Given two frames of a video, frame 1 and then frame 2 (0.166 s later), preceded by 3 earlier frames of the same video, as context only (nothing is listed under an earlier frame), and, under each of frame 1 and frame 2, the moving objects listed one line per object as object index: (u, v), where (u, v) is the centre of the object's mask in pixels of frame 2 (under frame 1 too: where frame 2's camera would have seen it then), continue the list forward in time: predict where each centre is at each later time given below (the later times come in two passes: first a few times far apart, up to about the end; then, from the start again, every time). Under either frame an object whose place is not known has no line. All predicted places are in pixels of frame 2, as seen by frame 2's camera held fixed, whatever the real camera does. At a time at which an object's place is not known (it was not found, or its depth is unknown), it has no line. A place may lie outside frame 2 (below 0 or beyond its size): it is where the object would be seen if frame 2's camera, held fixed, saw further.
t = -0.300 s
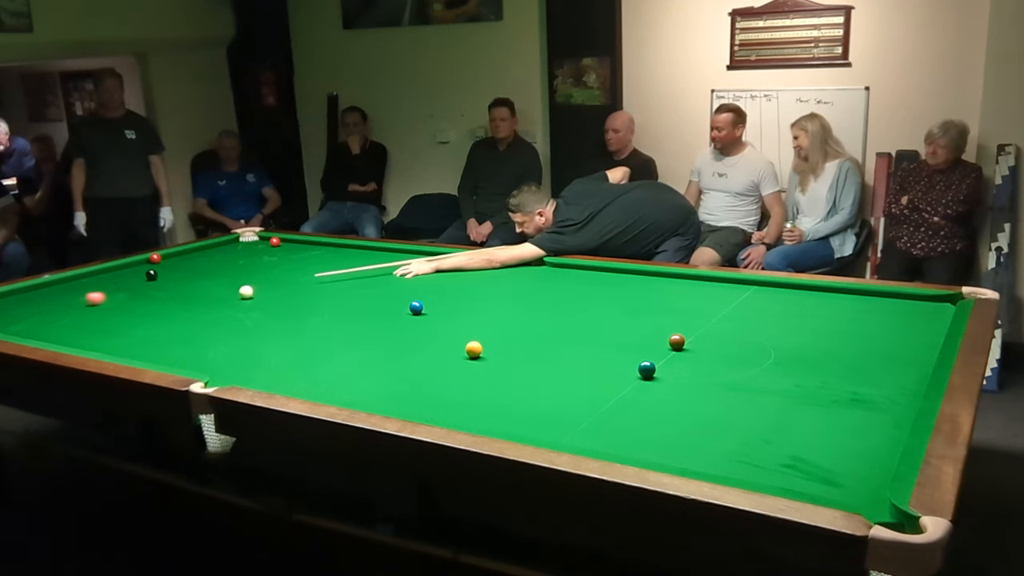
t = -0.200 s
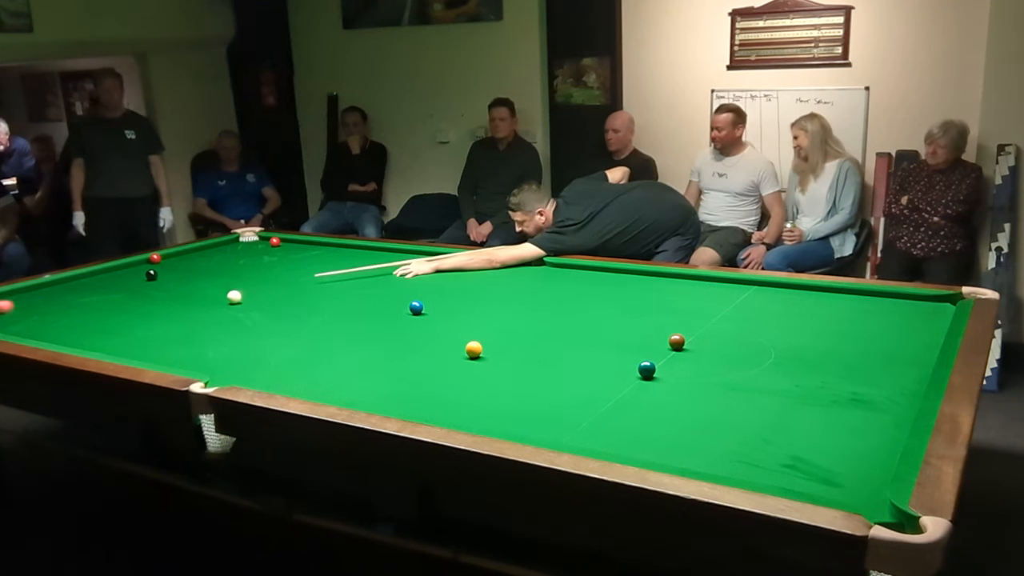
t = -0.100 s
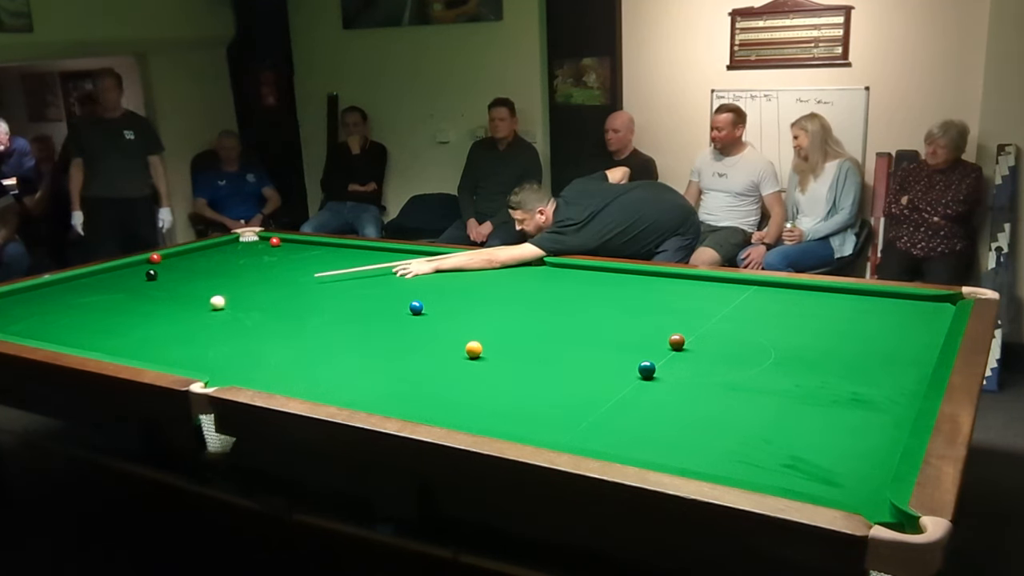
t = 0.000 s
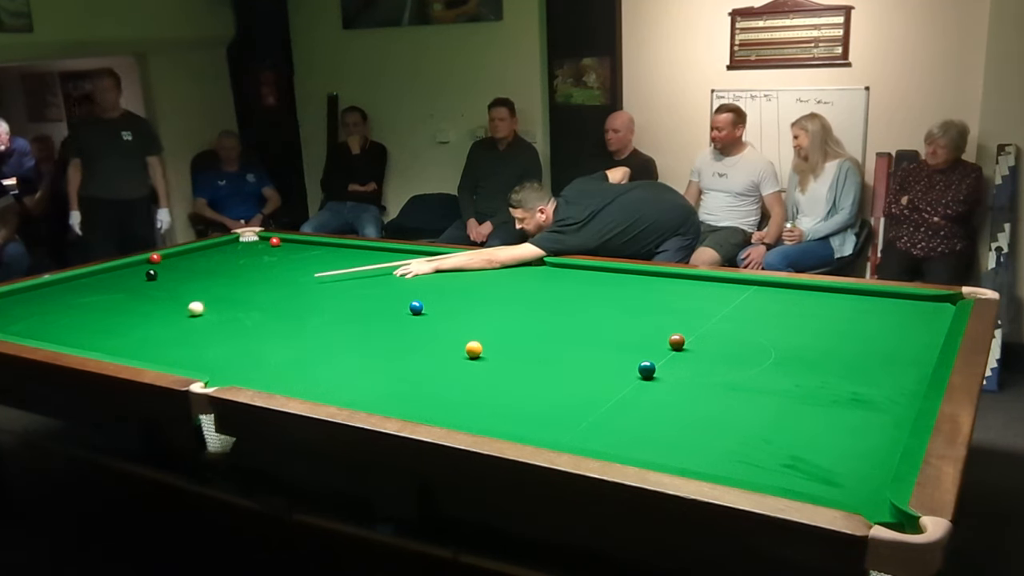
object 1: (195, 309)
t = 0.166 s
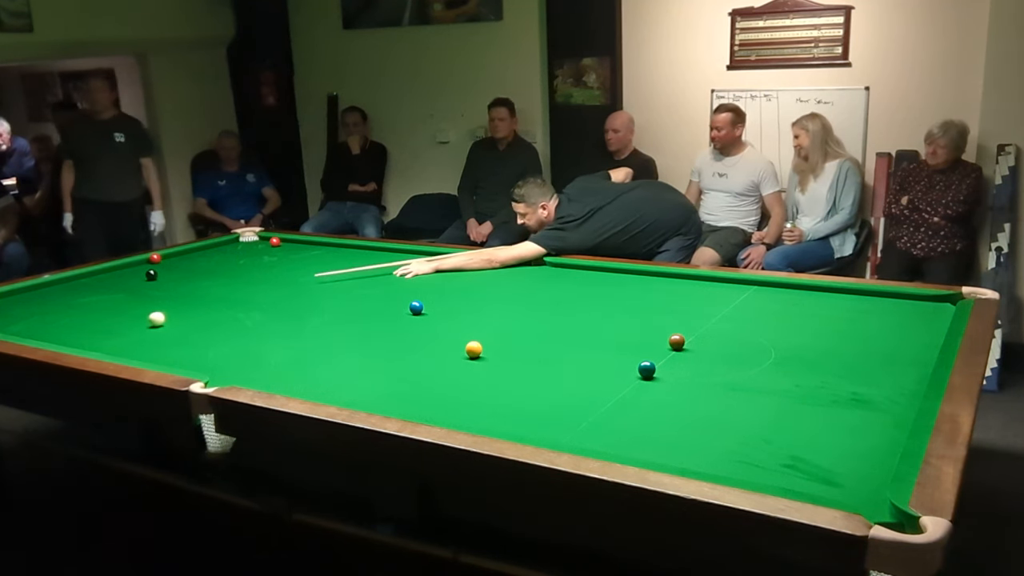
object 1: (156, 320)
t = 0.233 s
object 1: (140, 324)
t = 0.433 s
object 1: (88, 339)
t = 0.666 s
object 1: (84, 339)
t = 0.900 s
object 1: (118, 329)
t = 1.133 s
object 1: (148, 320)
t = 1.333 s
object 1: (171, 312)
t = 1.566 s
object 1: (195, 305)
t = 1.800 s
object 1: (217, 299)
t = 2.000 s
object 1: (234, 293)
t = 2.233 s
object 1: (252, 288)
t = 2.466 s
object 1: (268, 283)
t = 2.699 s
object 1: (282, 278)
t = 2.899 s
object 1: (293, 275)
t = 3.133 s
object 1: (305, 271)
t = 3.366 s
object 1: (315, 268)
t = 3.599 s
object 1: (324, 265)
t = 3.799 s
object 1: (331, 263)
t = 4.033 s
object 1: (338, 260)
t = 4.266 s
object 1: (344, 258)
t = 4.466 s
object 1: (350, 256)
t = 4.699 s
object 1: (354, 255)
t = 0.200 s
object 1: (148, 322)
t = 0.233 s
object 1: (140, 324)
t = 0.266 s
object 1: (132, 326)
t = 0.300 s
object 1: (124, 329)
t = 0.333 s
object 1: (115, 331)
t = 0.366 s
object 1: (106, 333)
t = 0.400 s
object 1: (97, 336)
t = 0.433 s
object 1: (88, 339)
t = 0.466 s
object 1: (80, 340)
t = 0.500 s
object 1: (72, 341)
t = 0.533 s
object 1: (62, 342)
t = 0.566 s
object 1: (67, 341)
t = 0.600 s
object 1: (73, 341)
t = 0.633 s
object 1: (79, 340)
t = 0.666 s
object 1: (84, 339)
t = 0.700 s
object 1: (89, 338)
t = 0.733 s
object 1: (94, 336)
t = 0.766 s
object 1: (99, 334)
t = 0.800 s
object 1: (104, 333)
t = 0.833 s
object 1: (109, 331)
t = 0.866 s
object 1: (114, 330)
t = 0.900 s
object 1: (118, 329)
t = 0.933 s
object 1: (122, 327)
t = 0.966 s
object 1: (127, 326)
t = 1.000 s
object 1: (131, 325)
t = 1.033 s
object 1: (135, 324)
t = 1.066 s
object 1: (140, 322)
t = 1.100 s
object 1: (143, 321)
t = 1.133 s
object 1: (148, 320)
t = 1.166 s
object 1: (152, 318)
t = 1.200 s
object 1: (156, 317)
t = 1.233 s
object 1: (160, 316)
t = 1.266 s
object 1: (163, 315)
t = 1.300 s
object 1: (167, 314)
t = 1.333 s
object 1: (171, 312)
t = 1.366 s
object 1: (174, 312)
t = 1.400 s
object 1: (178, 311)
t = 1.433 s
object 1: (182, 309)
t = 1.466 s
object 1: (185, 309)
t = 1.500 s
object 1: (188, 308)
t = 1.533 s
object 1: (191, 307)
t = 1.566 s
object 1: (195, 305)
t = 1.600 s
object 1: (198, 304)
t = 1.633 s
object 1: (201, 303)
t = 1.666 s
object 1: (204, 302)
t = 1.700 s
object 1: (208, 301)
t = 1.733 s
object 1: (211, 300)
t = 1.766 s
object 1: (214, 300)
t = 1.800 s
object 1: (217, 299)
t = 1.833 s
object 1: (220, 298)
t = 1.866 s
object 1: (223, 297)
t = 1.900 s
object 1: (226, 296)
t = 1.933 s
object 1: (228, 295)
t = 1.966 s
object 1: (231, 294)
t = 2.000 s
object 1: (234, 293)
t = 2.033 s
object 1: (236, 292)
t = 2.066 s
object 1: (239, 292)
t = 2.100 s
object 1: (242, 291)
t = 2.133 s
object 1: (245, 290)
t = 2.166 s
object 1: (247, 290)
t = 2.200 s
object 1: (250, 289)
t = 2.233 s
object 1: (252, 288)
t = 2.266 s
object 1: (254, 287)
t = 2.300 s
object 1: (257, 286)
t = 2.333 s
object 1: (259, 286)
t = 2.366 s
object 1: (261, 285)
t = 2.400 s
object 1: (264, 284)
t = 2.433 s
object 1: (266, 284)
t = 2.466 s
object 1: (268, 283)
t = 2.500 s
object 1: (270, 282)
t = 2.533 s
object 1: (272, 282)
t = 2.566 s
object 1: (274, 281)
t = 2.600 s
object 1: (276, 280)
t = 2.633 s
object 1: (278, 280)
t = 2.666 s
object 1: (280, 279)
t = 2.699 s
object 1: (282, 278)
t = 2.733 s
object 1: (284, 278)
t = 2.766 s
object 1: (286, 277)
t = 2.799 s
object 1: (288, 277)
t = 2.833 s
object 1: (289, 276)
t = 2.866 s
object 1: (291, 275)
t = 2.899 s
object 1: (293, 275)
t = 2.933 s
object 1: (295, 274)
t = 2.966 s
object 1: (296, 274)
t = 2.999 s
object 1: (298, 273)
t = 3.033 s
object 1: (300, 273)
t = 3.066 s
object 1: (302, 272)
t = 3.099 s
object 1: (303, 272)
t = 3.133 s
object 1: (305, 271)
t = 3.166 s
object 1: (306, 270)
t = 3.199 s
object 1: (308, 270)
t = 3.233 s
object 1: (310, 269)
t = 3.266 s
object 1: (311, 269)
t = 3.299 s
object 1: (313, 269)
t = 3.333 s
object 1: (314, 268)
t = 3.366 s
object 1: (315, 268)
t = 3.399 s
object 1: (317, 267)
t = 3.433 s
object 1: (318, 267)
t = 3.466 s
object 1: (319, 266)
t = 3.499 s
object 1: (320, 266)
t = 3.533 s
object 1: (322, 265)
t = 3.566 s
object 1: (323, 265)
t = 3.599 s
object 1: (324, 265)
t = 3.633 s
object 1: (326, 264)
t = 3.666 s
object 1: (327, 264)
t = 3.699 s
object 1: (328, 264)
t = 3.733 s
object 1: (329, 263)
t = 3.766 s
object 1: (330, 263)
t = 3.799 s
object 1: (331, 263)
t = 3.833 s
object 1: (332, 262)
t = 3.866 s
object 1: (333, 262)
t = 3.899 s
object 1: (334, 261)
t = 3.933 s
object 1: (335, 261)
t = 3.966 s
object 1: (336, 260)
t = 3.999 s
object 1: (337, 260)
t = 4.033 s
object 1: (338, 260)
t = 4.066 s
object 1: (339, 260)
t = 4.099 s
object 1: (340, 259)
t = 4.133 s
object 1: (341, 259)
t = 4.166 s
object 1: (342, 259)
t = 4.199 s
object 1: (343, 259)
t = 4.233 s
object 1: (344, 258)
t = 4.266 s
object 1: (344, 258)
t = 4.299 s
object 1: (345, 257)
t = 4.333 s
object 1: (346, 257)
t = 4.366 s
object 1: (347, 257)
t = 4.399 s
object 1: (348, 257)
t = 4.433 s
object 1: (349, 256)
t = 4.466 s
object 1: (350, 256)
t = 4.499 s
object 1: (350, 256)
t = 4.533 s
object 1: (351, 256)
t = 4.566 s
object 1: (352, 255)
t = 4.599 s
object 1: (352, 255)
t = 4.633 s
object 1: (353, 255)
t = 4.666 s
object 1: (354, 255)
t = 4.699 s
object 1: (354, 255)
